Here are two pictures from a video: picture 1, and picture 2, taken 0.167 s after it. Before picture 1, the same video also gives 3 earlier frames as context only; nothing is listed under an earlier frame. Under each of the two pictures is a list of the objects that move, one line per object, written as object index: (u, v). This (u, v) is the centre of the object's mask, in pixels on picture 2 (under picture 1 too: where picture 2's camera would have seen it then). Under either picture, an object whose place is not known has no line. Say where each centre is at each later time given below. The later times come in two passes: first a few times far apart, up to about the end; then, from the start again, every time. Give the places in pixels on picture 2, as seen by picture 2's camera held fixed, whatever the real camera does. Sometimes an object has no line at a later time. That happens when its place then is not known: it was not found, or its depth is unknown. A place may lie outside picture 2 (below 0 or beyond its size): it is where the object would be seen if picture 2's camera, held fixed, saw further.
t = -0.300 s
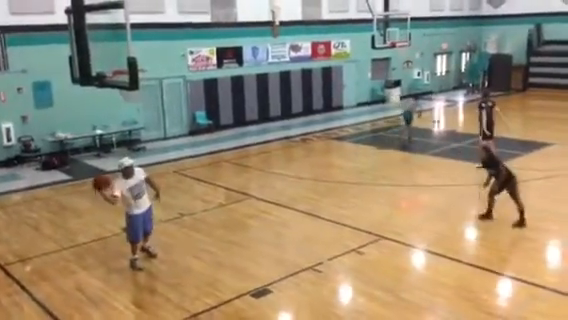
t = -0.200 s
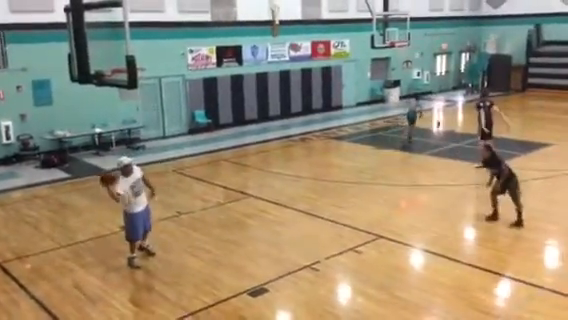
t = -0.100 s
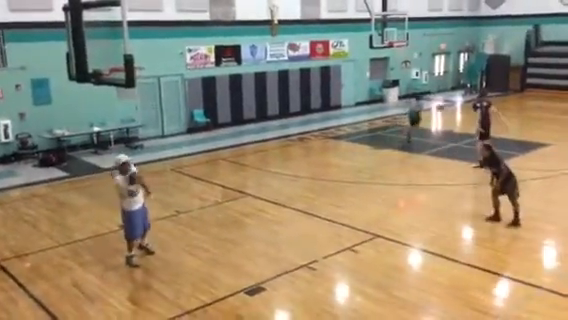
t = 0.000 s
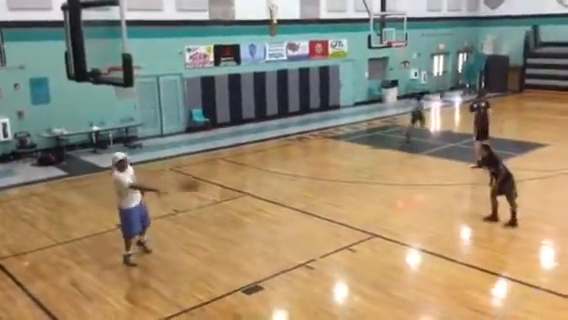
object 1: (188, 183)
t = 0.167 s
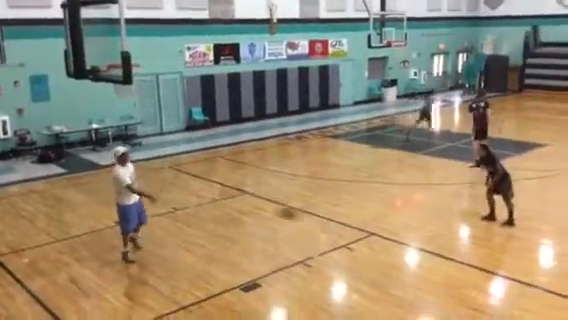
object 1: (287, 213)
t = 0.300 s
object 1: (344, 222)
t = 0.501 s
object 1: (391, 173)
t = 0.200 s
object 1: (305, 219)
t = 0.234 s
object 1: (322, 226)
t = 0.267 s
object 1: (336, 232)
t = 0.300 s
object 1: (344, 222)
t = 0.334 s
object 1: (352, 210)
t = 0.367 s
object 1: (360, 202)
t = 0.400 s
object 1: (367, 194)
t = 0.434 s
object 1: (375, 186)
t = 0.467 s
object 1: (383, 179)
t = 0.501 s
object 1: (391, 173)
